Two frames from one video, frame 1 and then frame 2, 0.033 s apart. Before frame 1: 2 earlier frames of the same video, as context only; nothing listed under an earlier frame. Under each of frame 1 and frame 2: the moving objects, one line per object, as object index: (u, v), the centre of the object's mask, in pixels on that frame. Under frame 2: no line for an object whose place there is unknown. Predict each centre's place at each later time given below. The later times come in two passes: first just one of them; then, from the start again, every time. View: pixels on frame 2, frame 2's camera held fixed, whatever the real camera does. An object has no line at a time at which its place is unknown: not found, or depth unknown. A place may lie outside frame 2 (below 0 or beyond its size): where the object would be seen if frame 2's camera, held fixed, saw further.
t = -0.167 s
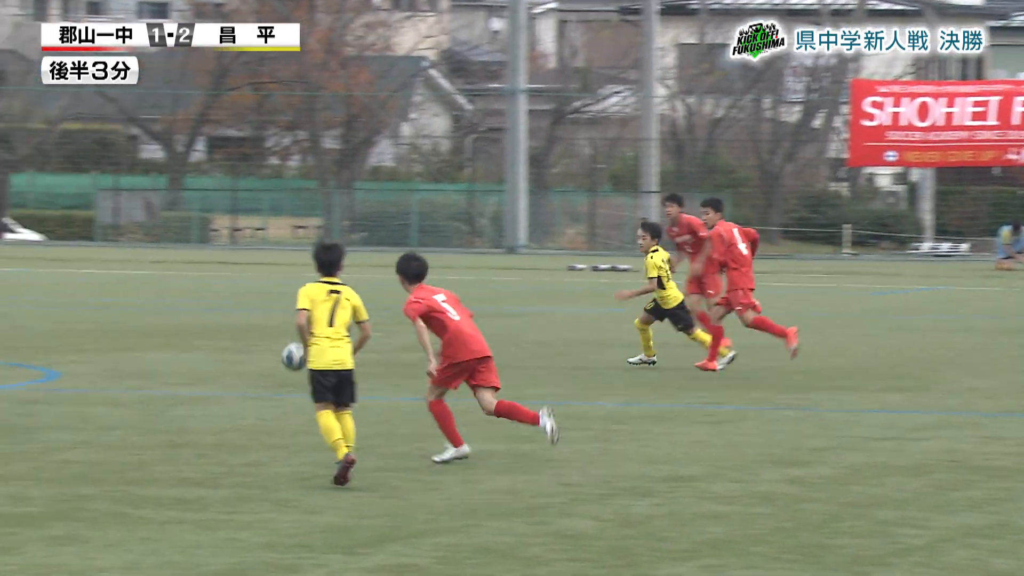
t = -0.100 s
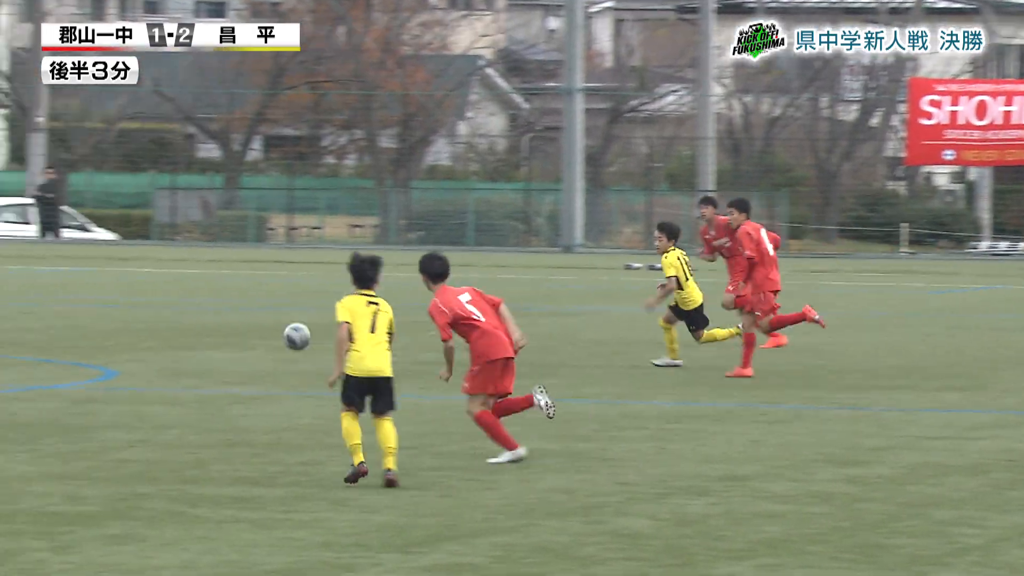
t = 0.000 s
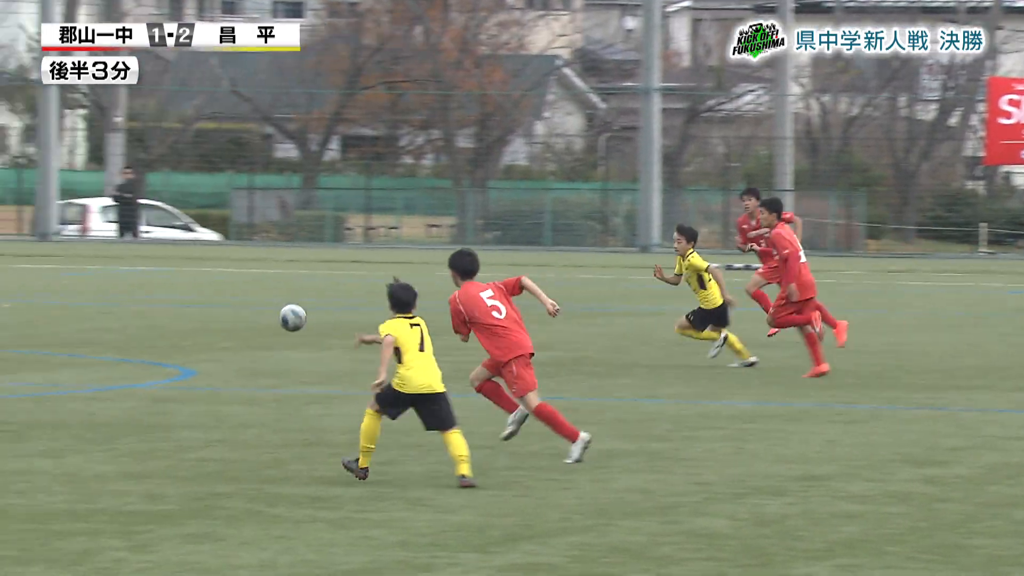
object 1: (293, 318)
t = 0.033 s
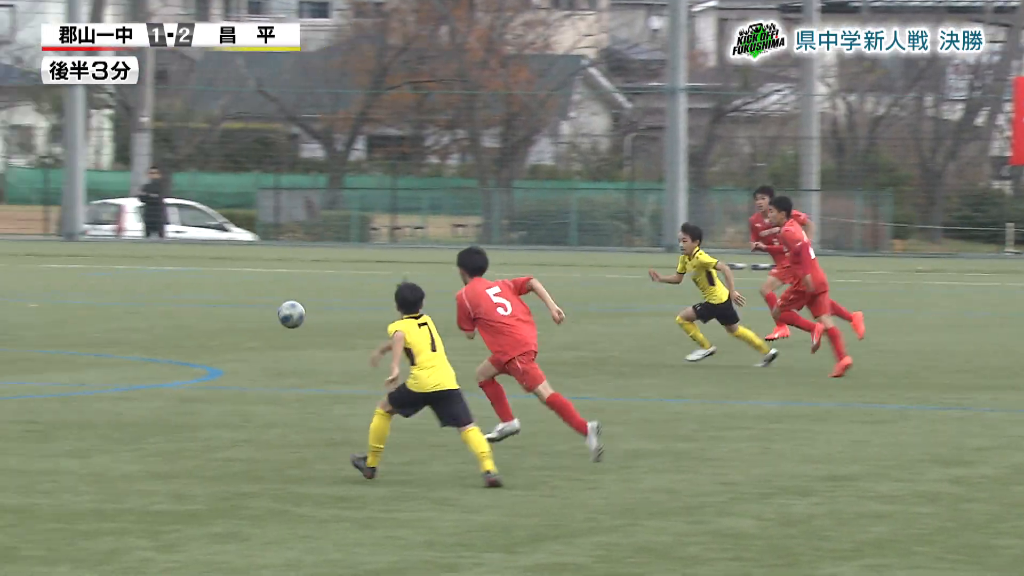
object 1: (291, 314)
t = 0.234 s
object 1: (128, 324)
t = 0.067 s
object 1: (264, 312)
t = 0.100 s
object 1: (237, 312)
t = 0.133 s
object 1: (210, 313)
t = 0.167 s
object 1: (183, 315)
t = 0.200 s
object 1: (156, 319)
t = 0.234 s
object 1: (128, 324)
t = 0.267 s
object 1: (101, 331)
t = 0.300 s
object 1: (74, 339)
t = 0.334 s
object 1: (47, 349)
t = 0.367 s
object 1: (19, 360)
